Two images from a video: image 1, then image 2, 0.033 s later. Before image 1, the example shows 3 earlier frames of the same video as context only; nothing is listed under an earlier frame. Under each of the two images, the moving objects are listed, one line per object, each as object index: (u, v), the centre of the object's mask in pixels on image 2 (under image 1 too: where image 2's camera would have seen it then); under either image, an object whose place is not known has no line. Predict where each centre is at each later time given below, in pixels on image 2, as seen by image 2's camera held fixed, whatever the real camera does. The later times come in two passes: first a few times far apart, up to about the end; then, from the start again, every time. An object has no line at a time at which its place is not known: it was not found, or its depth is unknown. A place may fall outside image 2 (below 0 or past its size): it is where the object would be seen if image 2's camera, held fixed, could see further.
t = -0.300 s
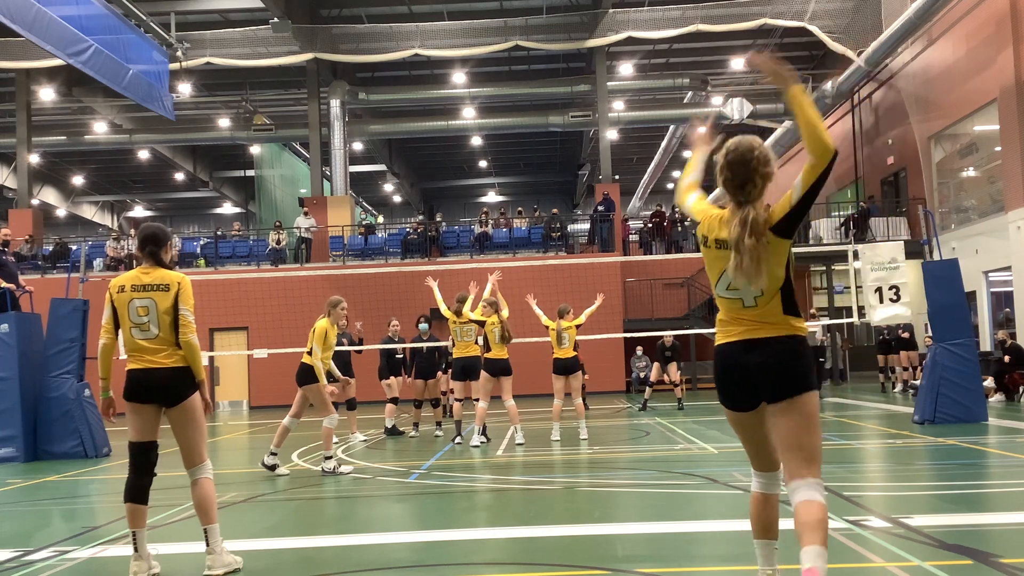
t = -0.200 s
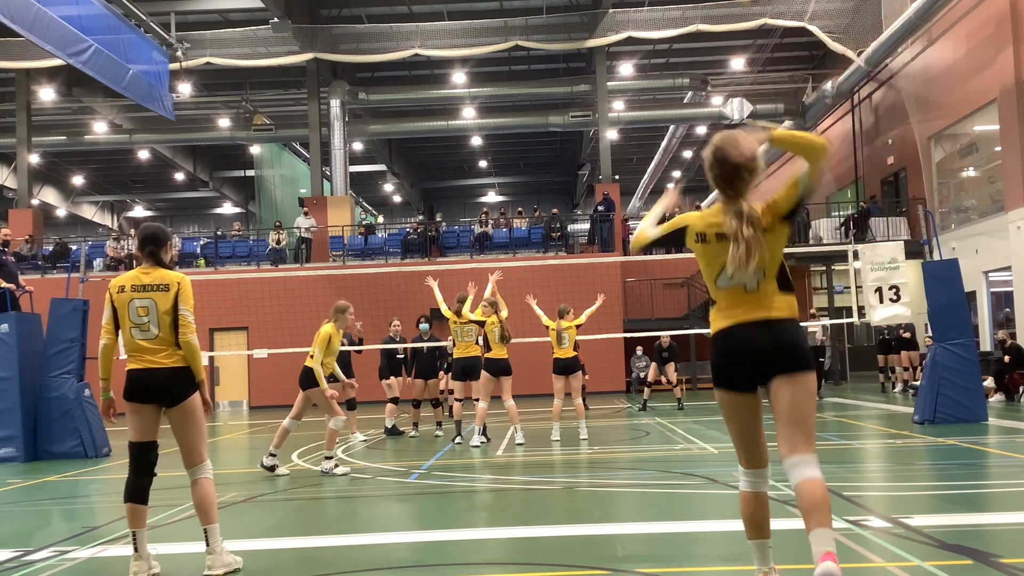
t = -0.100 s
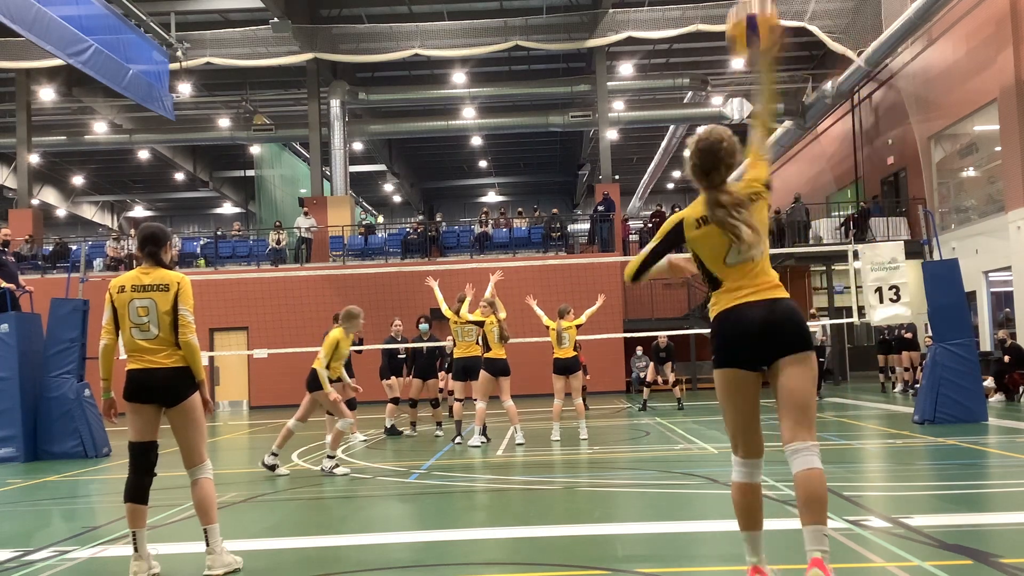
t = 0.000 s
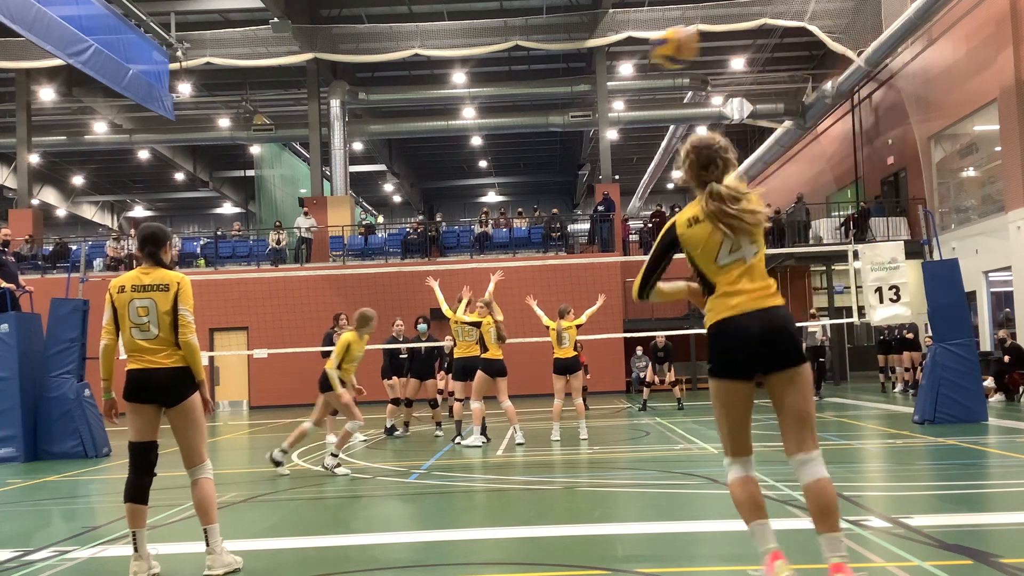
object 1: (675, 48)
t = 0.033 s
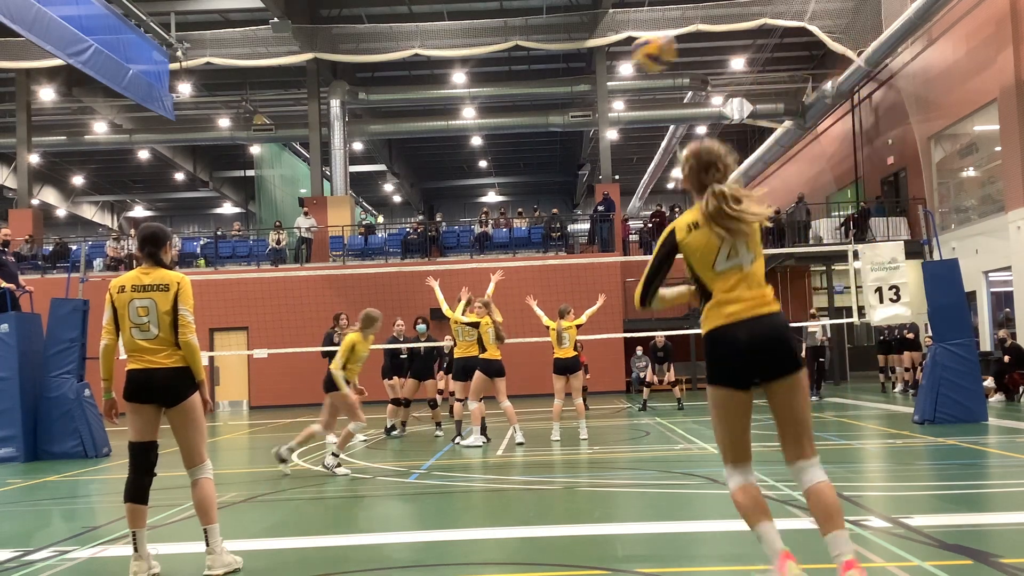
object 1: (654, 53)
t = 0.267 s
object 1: (569, 99)
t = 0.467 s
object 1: (530, 151)
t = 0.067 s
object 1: (637, 57)
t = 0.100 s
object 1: (623, 62)
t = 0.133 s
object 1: (608, 68)
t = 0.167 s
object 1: (597, 76)
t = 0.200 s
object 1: (587, 84)
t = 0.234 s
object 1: (578, 91)
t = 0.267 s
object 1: (569, 99)
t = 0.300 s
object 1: (561, 105)
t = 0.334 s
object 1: (554, 114)
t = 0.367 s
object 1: (547, 123)
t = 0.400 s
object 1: (540, 132)
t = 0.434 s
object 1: (535, 141)
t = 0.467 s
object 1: (530, 151)
